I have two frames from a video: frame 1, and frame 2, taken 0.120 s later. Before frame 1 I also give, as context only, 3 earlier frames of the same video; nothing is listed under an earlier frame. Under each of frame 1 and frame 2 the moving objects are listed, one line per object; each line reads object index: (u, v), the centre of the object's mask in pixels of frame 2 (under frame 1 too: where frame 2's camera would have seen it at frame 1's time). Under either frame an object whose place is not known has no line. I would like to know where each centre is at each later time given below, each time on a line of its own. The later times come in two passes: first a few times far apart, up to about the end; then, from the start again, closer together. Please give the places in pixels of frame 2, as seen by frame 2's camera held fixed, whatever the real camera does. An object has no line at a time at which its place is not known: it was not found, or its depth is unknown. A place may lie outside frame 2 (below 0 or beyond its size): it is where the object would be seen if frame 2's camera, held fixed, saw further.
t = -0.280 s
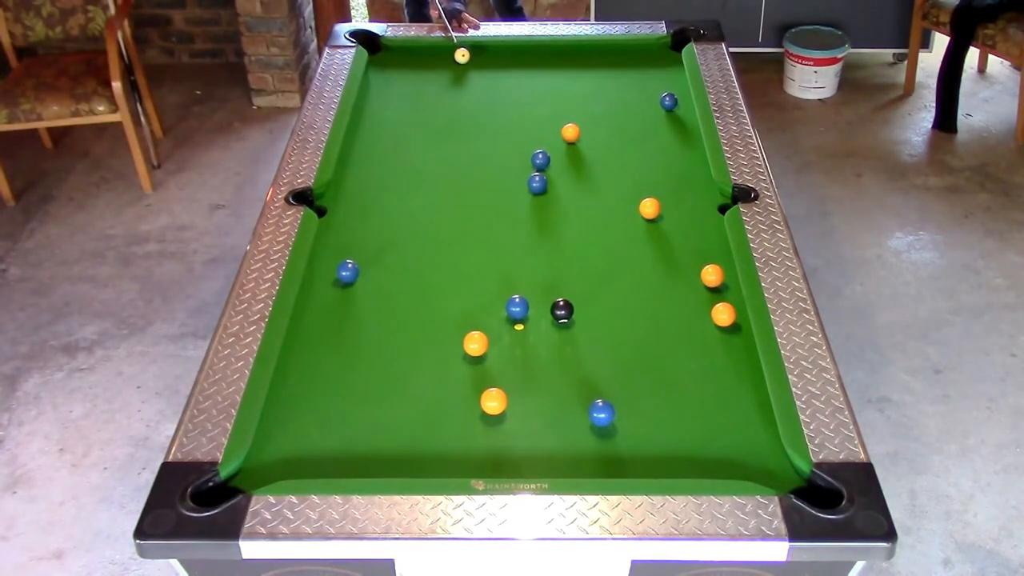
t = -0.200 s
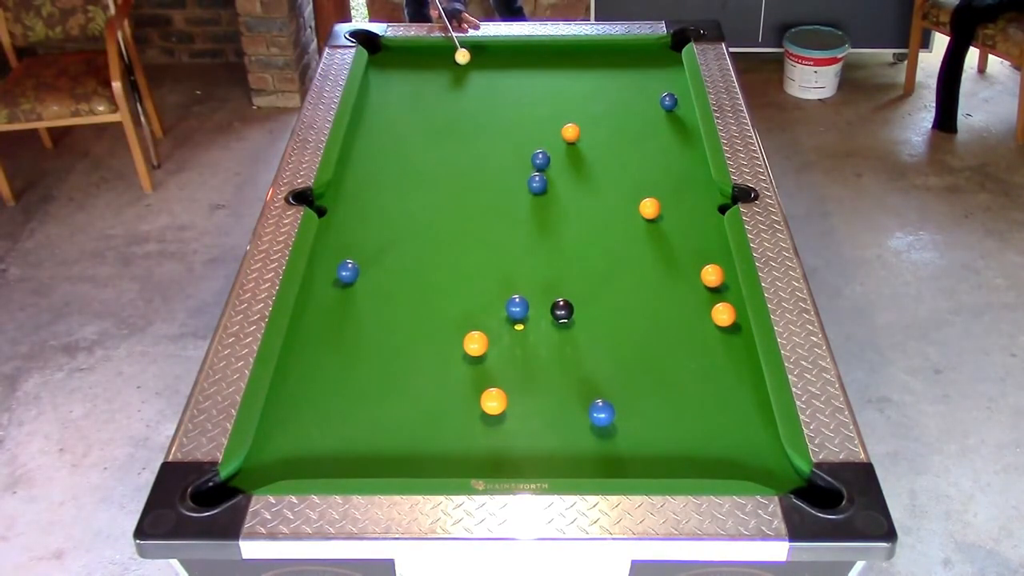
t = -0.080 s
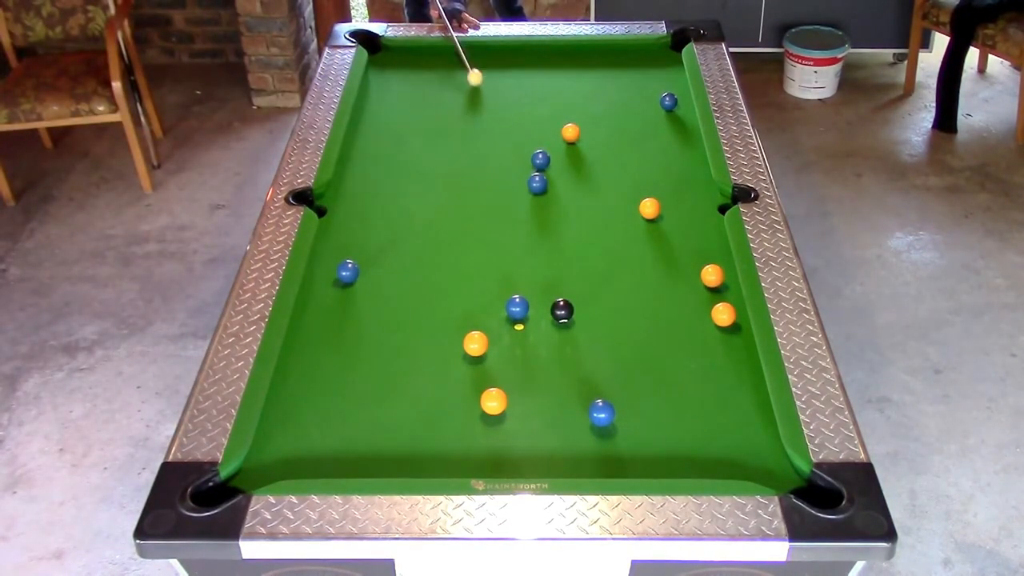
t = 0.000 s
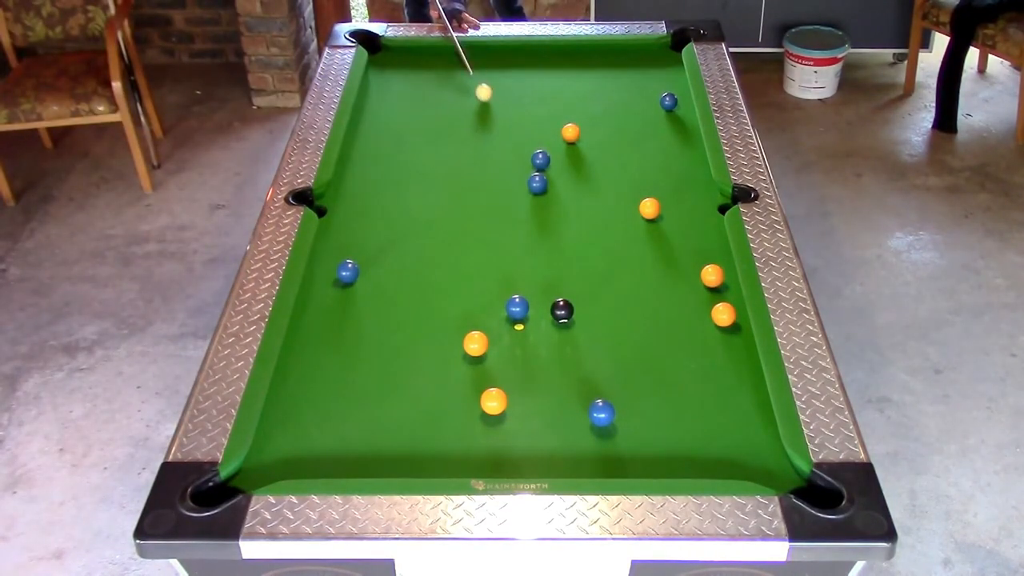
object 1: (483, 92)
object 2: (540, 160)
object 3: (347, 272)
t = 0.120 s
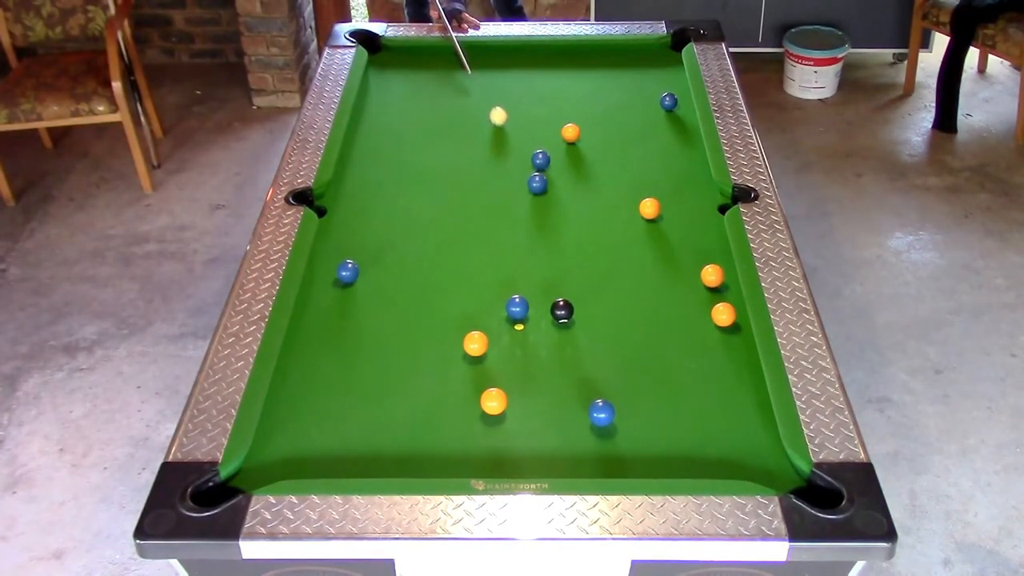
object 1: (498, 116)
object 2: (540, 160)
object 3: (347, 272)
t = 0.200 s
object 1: (508, 133)
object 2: (540, 160)
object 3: (347, 272)
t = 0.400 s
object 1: (513, 174)
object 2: (557, 164)
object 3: (347, 272)
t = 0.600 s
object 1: (497, 215)
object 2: (588, 170)
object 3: (347, 272)
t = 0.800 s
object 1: (478, 259)
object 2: (617, 176)
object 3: (347, 272)
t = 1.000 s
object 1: (458, 307)
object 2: (644, 182)
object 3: (347, 272)
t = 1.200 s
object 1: (436, 361)
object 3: (347, 272)
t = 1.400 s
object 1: (412, 421)
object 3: (347, 272)
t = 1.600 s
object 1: (388, 464)
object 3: (347, 272)
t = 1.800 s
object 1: (382, 427)
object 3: (347, 272)
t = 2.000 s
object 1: (377, 391)
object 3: (347, 272)
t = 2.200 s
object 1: (374, 360)
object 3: (347, 272)
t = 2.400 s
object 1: (370, 332)
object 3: (347, 272)
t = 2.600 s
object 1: (368, 307)
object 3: (347, 272)
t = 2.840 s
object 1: (365, 280)
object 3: (346, 272)
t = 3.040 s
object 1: (375, 267)
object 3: (339, 268)
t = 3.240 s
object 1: (385, 256)
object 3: (332, 264)
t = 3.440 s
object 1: (393, 246)
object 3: (326, 261)
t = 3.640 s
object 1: (401, 238)
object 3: (322, 258)
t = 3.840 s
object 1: (407, 230)
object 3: (320, 256)
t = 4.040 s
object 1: (412, 224)
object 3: (321, 256)
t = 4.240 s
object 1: (417, 219)
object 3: (321, 257)
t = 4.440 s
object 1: (420, 215)
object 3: (321, 257)
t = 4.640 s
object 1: (423, 211)
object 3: (321, 257)
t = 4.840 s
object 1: (425, 209)
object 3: (321, 256)
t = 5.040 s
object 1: (426, 208)
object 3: (321, 257)
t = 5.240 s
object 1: (426, 208)
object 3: (321, 257)
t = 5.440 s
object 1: (426, 208)
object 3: (320, 257)
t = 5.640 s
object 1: (426, 208)
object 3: (320, 257)
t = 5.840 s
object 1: (426, 208)
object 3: (321, 256)
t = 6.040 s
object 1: (426, 208)
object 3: (321, 256)
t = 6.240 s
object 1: (426, 208)
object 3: (321, 256)
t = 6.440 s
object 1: (426, 208)
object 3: (321, 256)
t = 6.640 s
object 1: (426, 208)
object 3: (321, 256)
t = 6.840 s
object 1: (426, 208)
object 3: (321, 256)
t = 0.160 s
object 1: (502, 124)
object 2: (540, 160)
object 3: (347, 272)
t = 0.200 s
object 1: (508, 133)
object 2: (540, 160)
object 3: (347, 272)
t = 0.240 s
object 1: (513, 141)
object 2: (540, 160)
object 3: (347, 272)
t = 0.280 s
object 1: (518, 150)
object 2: (540, 160)
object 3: (347, 272)
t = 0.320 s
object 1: (521, 159)
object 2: (543, 161)
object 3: (347, 272)
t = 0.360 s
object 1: (516, 166)
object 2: (551, 163)
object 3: (347, 272)
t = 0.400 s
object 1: (513, 174)
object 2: (557, 164)
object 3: (347, 272)
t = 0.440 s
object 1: (510, 182)
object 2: (564, 165)
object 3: (347, 272)
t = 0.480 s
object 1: (507, 190)
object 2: (570, 167)
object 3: (347, 272)
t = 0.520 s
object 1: (503, 198)
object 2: (576, 168)
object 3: (347, 272)
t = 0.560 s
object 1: (500, 206)
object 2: (582, 169)
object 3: (347, 272)
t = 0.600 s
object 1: (497, 215)
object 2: (588, 170)
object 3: (347, 272)
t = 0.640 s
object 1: (493, 223)
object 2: (594, 171)
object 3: (347, 272)
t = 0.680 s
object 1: (490, 232)
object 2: (600, 172)
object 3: (347, 272)
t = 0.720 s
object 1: (486, 241)
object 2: (606, 174)
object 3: (347, 272)
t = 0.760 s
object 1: (482, 250)
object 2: (611, 175)
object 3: (347, 272)
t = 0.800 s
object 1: (478, 259)
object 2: (617, 176)
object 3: (347, 272)
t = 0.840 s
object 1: (474, 268)
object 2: (623, 178)
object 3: (347, 272)
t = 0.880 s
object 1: (471, 278)
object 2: (628, 179)
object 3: (347, 272)
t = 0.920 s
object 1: (467, 287)
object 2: (634, 180)
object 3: (347, 272)
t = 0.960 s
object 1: (463, 297)
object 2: (639, 181)
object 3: (347, 272)
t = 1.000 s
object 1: (458, 307)
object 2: (644, 182)
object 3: (347, 272)
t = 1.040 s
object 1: (454, 318)
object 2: (650, 183)
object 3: (347, 272)
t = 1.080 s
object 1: (450, 328)
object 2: (655, 184)
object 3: (347, 272)
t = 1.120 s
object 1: (445, 339)
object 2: (661, 185)
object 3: (347, 272)
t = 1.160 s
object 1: (441, 350)
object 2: (666, 186)
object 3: (347, 272)
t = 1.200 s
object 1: (436, 361)
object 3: (347, 272)
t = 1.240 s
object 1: (431, 372)
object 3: (347, 272)
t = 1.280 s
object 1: (426, 384)
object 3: (347, 272)
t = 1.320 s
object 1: (422, 396)
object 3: (347, 272)
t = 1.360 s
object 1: (417, 408)
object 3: (347, 272)
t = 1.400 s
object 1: (412, 421)
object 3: (347, 272)
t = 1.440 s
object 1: (406, 433)
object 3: (347, 272)
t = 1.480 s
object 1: (401, 446)
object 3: (347, 272)
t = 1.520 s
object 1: (395, 458)
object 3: (347, 272)
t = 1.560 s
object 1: (390, 468)
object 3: (347, 272)
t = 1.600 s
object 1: (388, 464)
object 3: (347, 272)
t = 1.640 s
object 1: (386, 457)
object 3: (347, 272)
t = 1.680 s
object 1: (385, 450)
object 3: (347, 272)
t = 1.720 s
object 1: (384, 442)
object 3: (347, 272)
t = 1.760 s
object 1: (383, 434)
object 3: (347, 272)
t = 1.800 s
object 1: (382, 427)
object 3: (347, 272)
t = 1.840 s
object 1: (381, 419)
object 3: (347, 272)
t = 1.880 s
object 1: (380, 412)
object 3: (347, 272)
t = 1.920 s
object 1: (379, 405)
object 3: (347, 272)
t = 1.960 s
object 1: (378, 398)
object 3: (347, 272)
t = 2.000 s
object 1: (377, 391)
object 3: (347, 272)
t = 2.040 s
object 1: (376, 384)
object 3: (347, 272)
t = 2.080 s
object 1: (376, 378)
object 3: (347, 272)
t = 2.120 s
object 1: (375, 372)
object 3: (347, 272)
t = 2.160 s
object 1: (374, 366)
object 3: (347, 272)
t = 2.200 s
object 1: (374, 360)
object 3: (347, 272)
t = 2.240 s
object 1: (373, 354)
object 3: (347, 272)
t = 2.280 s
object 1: (373, 348)
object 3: (347, 272)
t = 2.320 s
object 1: (372, 342)
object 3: (347, 272)
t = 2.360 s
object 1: (371, 337)
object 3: (347, 272)
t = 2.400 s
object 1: (370, 332)
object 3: (347, 272)
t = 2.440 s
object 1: (370, 326)
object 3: (347, 272)
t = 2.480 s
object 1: (369, 321)
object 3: (347, 272)
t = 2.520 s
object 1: (369, 316)
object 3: (347, 272)
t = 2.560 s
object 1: (369, 311)
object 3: (347, 272)
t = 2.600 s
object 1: (368, 307)
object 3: (347, 272)
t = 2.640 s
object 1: (367, 302)
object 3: (347, 272)
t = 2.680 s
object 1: (367, 297)
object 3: (347, 272)
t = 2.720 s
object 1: (367, 293)
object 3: (347, 272)
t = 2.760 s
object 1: (366, 289)
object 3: (347, 272)
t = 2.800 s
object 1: (366, 284)
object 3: (347, 272)
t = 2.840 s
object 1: (365, 280)
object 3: (346, 272)
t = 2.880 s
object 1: (366, 277)
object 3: (346, 271)
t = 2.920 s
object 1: (369, 274)
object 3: (344, 270)
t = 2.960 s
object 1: (371, 272)
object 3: (342, 270)
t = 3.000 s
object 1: (373, 270)
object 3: (341, 269)
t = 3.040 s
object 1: (375, 267)
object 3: (339, 268)
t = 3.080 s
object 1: (377, 265)
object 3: (337, 267)
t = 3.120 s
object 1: (380, 263)
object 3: (336, 266)
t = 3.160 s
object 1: (381, 260)
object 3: (335, 265)
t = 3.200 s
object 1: (383, 258)
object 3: (333, 265)
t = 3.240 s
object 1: (385, 256)
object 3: (332, 264)
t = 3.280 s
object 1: (387, 254)
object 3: (331, 263)
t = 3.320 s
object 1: (388, 252)
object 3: (330, 263)
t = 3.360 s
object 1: (390, 250)
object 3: (328, 262)
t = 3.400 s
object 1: (392, 248)
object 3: (327, 261)
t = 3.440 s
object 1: (393, 246)
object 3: (326, 261)
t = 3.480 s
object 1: (395, 244)
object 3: (326, 260)
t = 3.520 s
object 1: (397, 243)
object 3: (325, 260)
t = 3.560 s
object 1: (398, 241)
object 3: (324, 259)
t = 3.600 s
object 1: (399, 239)
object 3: (323, 258)
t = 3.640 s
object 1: (401, 238)
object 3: (322, 258)
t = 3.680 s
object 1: (402, 236)
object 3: (321, 258)
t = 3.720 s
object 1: (403, 235)
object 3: (321, 257)
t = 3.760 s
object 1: (405, 233)
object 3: (320, 257)
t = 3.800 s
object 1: (406, 232)
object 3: (320, 256)
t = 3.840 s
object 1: (407, 230)
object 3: (320, 256)
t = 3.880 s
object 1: (408, 229)
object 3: (320, 256)
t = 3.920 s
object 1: (409, 228)
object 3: (321, 256)
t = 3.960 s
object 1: (410, 226)
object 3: (321, 256)
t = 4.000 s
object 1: (412, 225)
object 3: (321, 256)
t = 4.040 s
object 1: (412, 224)
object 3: (321, 256)
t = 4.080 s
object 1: (413, 223)
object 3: (321, 256)
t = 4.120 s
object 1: (415, 222)
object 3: (321, 256)
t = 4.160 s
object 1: (415, 221)
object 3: (321, 256)
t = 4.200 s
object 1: (416, 220)
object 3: (321, 256)
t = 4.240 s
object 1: (417, 219)
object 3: (321, 257)
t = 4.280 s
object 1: (417, 218)
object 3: (321, 257)
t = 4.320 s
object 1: (418, 217)
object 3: (321, 257)
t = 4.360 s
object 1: (419, 216)
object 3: (321, 257)
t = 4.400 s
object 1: (420, 216)
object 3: (321, 257)
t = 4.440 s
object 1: (420, 215)
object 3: (321, 257)
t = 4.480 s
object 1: (421, 214)
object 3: (321, 257)
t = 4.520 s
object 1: (421, 213)
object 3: (321, 257)
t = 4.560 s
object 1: (422, 213)
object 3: (321, 257)
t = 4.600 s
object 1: (422, 212)
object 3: (321, 257)
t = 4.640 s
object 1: (423, 211)
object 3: (321, 257)
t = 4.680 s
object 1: (424, 211)
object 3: (321, 257)
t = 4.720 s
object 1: (424, 211)
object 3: (321, 257)
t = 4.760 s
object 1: (424, 210)
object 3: (321, 256)
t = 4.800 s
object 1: (425, 210)
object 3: (321, 256)
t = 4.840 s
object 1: (425, 209)
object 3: (321, 256)
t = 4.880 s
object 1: (425, 209)
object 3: (321, 256)
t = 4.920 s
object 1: (426, 209)
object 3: (321, 256)
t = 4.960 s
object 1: (426, 209)
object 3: (321, 256)
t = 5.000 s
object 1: (426, 208)
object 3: (321, 256)
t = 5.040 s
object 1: (426, 208)
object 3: (321, 257)
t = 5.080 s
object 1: (426, 208)
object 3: (321, 257)
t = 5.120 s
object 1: (426, 208)
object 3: (321, 257)
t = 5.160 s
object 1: (426, 208)
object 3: (321, 257)
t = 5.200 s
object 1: (426, 208)
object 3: (321, 257)
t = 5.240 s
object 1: (426, 208)
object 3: (321, 257)
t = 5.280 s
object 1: (426, 208)
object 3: (321, 257)
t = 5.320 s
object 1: (426, 208)
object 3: (321, 257)
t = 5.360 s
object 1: (426, 208)
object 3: (320, 257)
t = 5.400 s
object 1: (426, 208)
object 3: (320, 257)
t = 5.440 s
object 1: (426, 208)
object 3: (320, 257)
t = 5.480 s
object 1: (426, 208)
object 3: (320, 257)
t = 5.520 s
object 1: (426, 208)
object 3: (320, 257)
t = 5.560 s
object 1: (426, 208)
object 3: (320, 257)
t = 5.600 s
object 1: (426, 208)
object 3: (320, 257)
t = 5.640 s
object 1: (426, 208)
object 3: (320, 257)
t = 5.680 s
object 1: (426, 208)
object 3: (320, 257)
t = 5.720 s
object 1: (426, 208)
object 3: (320, 257)
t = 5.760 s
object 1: (426, 208)
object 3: (320, 257)
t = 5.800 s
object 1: (426, 208)
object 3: (321, 256)
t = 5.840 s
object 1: (426, 208)
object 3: (321, 256)
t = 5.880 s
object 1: (426, 208)
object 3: (321, 256)
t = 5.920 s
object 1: (426, 208)
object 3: (321, 256)
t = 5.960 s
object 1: (426, 208)
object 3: (321, 256)
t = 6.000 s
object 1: (426, 208)
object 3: (321, 256)
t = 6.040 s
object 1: (426, 208)
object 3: (321, 256)
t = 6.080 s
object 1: (426, 208)
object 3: (321, 256)
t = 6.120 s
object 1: (426, 208)
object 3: (321, 256)
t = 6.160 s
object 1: (426, 208)
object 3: (321, 256)
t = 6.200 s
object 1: (426, 208)
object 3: (321, 256)
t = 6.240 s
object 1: (426, 208)
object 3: (321, 256)
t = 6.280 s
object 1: (426, 208)
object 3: (321, 256)
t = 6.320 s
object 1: (426, 208)
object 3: (321, 256)
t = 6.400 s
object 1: (426, 208)
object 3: (321, 256)
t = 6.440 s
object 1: (426, 208)
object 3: (321, 256)
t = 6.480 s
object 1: (426, 208)
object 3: (321, 256)
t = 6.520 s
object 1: (426, 208)
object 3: (321, 256)
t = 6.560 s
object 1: (426, 208)
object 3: (321, 256)
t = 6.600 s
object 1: (426, 208)
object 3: (321, 256)
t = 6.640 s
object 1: (426, 208)
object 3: (321, 256)
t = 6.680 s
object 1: (426, 208)
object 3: (321, 256)
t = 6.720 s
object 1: (426, 208)
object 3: (321, 256)
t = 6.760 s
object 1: (426, 208)
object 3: (321, 256)
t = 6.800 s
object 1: (426, 208)
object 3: (321, 255)
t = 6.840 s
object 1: (426, 208)
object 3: (321, 256)
